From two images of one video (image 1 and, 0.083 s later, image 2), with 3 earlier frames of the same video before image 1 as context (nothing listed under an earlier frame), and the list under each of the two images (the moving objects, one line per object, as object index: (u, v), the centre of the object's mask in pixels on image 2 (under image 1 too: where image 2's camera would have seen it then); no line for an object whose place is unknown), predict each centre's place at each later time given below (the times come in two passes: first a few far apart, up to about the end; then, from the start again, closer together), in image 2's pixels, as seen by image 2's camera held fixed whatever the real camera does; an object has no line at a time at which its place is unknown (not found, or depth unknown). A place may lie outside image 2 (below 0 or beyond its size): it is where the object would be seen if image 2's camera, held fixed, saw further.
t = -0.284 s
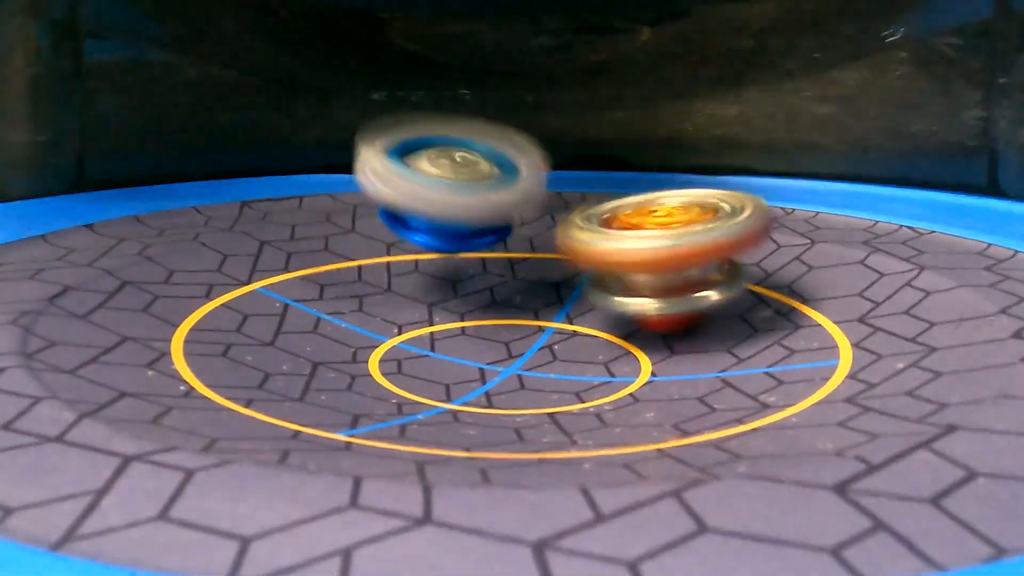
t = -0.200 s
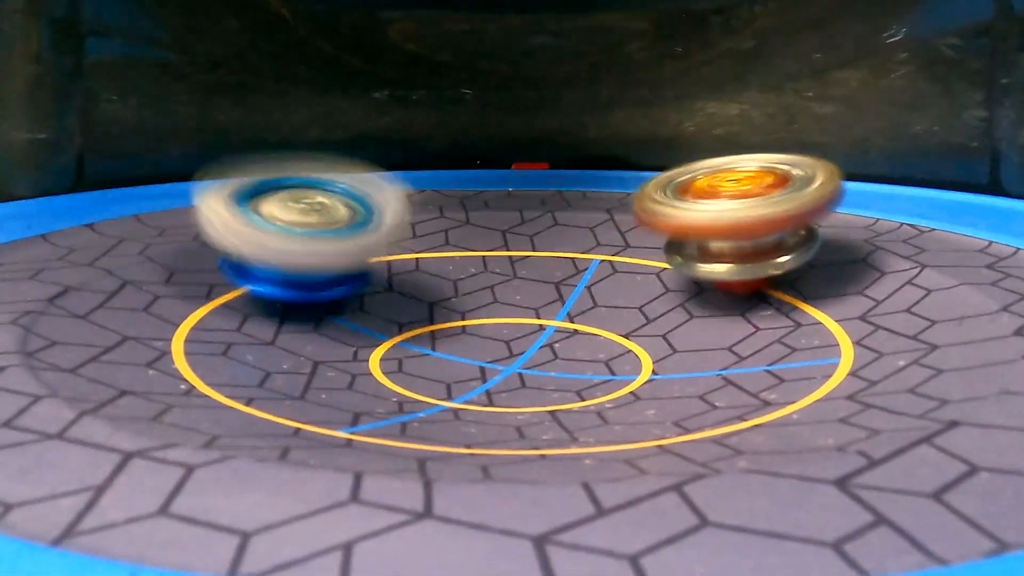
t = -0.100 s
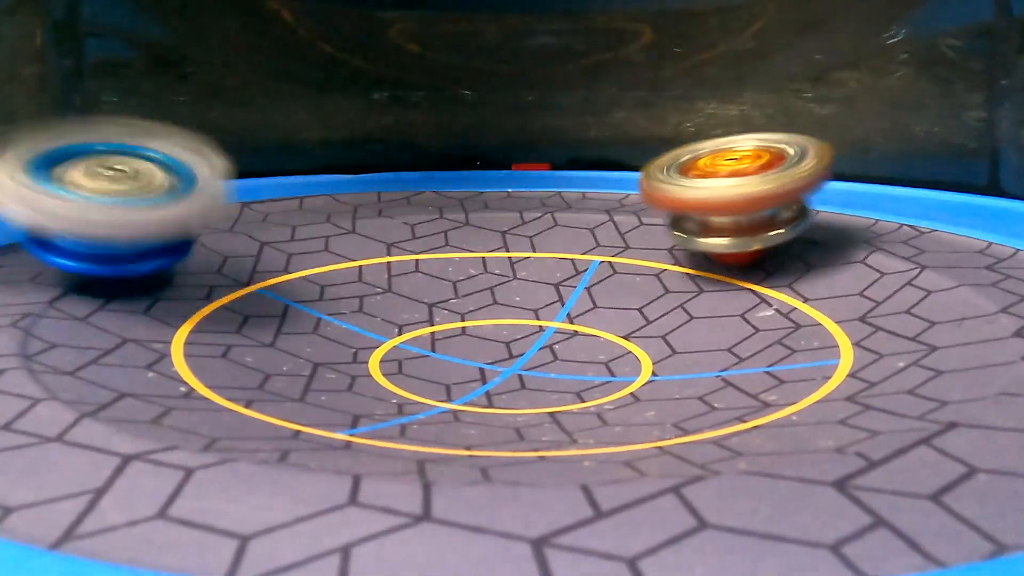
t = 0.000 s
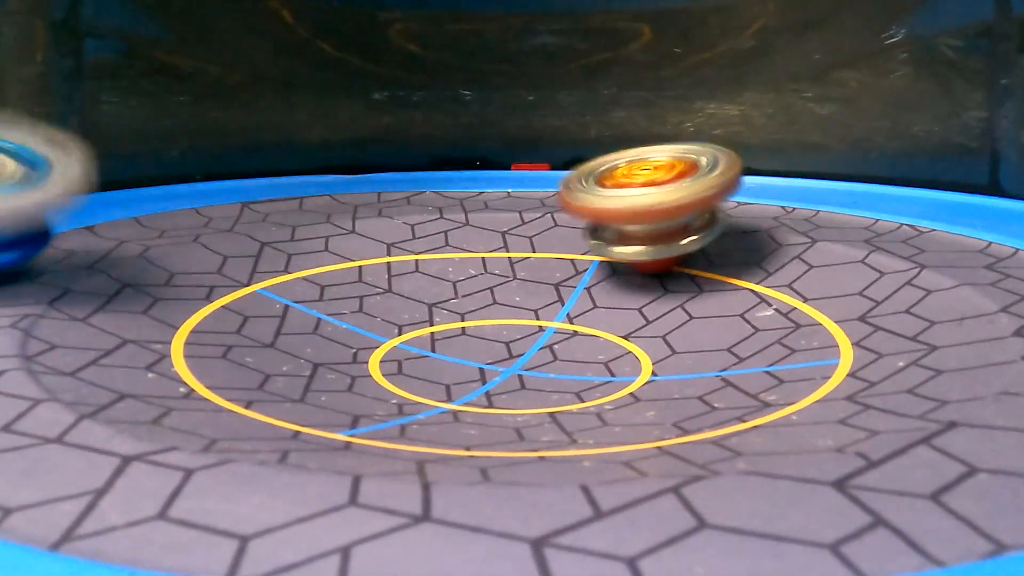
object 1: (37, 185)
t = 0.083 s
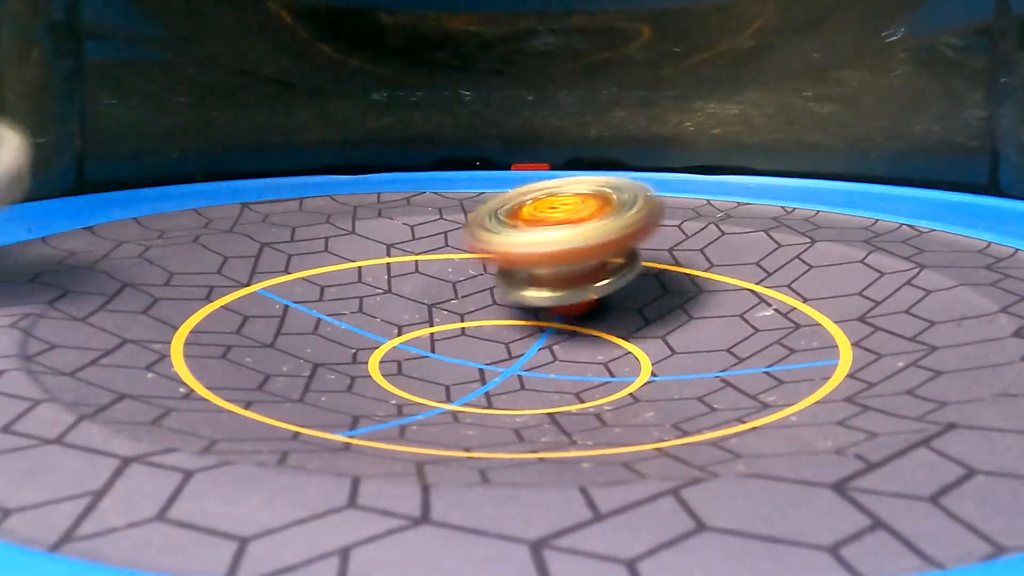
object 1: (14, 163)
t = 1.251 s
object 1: (5, 232)
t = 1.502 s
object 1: (175, 295)
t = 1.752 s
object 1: (529, 231)
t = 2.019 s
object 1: (930, 191)
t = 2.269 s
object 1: (998, 178)
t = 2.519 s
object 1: (964, 198)
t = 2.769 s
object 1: (866, 156)
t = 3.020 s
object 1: (779, 152)
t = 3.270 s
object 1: (668, 145)
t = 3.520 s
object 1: (540, 146)
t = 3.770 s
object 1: (428, 142)
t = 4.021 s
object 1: (323, 150)
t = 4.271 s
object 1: (271, 146)
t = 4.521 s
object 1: (173, 162)
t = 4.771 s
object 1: (72, 177)
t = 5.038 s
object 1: (30, 185)
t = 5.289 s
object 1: (15, 198)
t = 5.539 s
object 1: (31, 232)
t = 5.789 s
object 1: (104, 363)
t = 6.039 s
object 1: (434, 391)
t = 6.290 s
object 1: (855, 375)
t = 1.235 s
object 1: (2, 235)
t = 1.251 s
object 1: (5, 232)
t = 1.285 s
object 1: (19, 252)
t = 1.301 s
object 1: (26, 251)
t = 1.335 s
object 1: (16, 241)
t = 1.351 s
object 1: (27, 232)
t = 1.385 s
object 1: (54, 272)
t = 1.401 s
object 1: (61, 298)
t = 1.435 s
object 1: (93, 293)
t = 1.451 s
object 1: (111, 287)
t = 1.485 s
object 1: (150, 302)
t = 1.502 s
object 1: (175, 295)
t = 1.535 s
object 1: (237, 293)
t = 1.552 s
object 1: (262, 296)
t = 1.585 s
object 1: (306, 293)
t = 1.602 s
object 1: (323, 288)
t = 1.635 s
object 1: (362, 277)
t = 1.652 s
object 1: (383, 269)
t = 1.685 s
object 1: (429, 255)
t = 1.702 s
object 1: (453, 250)
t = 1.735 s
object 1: (502, 235)
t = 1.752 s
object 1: (529, 231)
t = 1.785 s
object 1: (576, 217)
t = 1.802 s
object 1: (601, 212)
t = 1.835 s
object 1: (651, 205)
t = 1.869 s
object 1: (701, 197)
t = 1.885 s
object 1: (727, 197)
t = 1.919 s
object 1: (783, 189)
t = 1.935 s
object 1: (810, 186)
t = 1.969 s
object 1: (865, 186)
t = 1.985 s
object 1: (891, 185)
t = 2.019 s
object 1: (930, 191)
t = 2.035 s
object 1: (945, 198)
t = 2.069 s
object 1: (962, 202)
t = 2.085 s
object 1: (969, 203)
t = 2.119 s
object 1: (982, 201)
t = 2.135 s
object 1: (987, 199)
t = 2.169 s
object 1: (989, 178)
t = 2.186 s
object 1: (993, 176)
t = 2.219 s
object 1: (998, 174)
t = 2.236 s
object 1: (999, 174)
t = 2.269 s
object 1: (998, 178)
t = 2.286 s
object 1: (997, 180)
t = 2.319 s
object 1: (994, 182)
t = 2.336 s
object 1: (992, 182)
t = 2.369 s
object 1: (991, 190)
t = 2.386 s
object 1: (985, 178)
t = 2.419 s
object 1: (976, 161)
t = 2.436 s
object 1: (974, 160)
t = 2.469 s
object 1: (961, 154)
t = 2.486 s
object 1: (947, 188)
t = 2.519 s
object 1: (964, 198)
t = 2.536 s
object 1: (958, 199)
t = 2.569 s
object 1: (951, 190)
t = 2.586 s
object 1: (947, 187)
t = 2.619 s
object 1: (928, 180)
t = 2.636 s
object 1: (916, 175)
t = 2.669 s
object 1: (902, 166)
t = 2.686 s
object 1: (896, 163)
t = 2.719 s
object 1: (886, 156)
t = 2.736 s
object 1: (880, 154)
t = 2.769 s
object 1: (866, 156)
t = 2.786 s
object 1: (861, 155)
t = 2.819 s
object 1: (848, 152)
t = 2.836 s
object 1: (844, 143)
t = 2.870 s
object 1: (833, 140)
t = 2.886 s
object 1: (825, 139)
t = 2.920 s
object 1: (810, 137)
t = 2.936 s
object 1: (804, 135)
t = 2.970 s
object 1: (798, 142)
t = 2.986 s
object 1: (793, 151)
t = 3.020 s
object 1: (779, 152)
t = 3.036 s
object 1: (772, 152)
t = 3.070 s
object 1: (753, 149)
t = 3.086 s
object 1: (743, 149)
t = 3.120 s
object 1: (723, 147)
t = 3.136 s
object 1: (715, 146)
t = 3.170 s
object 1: (706, 146)
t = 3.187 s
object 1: (703, 146)
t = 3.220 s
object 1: (693, 145)
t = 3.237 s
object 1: (686, 145)
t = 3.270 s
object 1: (668, 145)
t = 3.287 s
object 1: (657, 144)
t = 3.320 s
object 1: (636, 146)
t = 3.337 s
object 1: (628, 145)
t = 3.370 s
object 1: (618, 145)
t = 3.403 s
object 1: (609, 147)
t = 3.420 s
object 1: (602, 147)
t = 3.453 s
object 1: (585, 146)
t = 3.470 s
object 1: (575, 146)
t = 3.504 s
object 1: (550, 147)
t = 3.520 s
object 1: (540, 146)
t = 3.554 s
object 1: (527, 143)
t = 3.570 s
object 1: (523, 141)
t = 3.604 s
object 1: (518, 146)
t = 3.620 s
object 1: (514, 146)
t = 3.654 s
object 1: (500, 147)
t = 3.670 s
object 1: (491, 147)
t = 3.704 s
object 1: (468, 147)
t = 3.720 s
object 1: (455, 148)
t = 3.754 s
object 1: (435, 147)
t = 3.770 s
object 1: (428, 142)
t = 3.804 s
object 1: (421, 147)
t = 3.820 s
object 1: (420, 148)
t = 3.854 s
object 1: (412, 149)
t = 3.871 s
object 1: (406, 149)
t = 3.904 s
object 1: (387, 149)
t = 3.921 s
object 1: (376, 149)
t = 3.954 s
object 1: (352, 149)
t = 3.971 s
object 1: (340, 149)
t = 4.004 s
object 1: (326, 150)
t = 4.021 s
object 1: (323, 150)
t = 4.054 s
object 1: (321, 152)
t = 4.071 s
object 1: (312, 152)
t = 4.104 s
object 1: (290, 134)
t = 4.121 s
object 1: (282, 133)
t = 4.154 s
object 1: (266, 142)
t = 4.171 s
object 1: (260, 139)
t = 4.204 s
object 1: (259, 132)
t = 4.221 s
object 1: (262, 134)
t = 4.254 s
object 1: (270, 143)
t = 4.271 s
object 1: (271, 146)
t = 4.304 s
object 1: (267, 153)
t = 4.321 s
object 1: (263, 155)
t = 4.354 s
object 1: (247, 156)
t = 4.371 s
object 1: (236, 156)
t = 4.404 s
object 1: (208, 156)
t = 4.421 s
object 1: (196, 156)
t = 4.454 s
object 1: (184, 157)
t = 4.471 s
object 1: (183, 159)
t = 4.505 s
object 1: (178, 161)
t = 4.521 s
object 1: (173, 162)
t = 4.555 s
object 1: (154, 163)
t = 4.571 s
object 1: (142, 163)
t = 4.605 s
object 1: (119, 164)
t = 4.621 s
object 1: (113, 163)
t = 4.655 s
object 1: (113, 166)
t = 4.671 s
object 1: (111, 166)
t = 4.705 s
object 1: (101, 168)
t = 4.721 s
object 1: (96, 170)
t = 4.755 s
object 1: (79, 175)
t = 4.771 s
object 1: (72, 177)
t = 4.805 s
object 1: (63, 179)
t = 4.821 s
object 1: (62, 180)
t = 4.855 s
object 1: (63, 182)
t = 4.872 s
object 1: (63, 183)
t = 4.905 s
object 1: (60, 186)
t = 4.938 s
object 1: (54, 189)
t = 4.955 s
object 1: (49, 189)
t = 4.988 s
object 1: (40, 187)
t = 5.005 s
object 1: (36, 186)
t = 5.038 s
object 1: (30, 185)
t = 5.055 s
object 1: (29, 187)
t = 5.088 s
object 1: (30, 191)
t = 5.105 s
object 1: (30, 191)
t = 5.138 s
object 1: (28, 194)
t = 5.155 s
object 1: (28, 193)
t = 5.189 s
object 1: (24, 184)
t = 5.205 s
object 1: (21, 184)
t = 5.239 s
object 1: (14, 186)
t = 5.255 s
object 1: (13, 191)
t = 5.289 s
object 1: (15, 198)
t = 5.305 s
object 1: (16, 203)
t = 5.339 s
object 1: (18, 198)
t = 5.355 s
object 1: (18, 207)
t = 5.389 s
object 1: (17, 205)
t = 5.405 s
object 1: (16, 214)
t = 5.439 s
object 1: (15, 208)
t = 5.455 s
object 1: (15, 225)
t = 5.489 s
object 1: (21, 235)
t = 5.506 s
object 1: (26, 238)
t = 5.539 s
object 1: (31, 232)
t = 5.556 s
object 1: (34, 238)
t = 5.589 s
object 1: (37, 264)
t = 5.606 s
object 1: (39, 270)
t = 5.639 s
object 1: (49, 284)
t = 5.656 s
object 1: (51, 290)
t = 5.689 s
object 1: (64, 304)
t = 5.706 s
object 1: (70, 317)
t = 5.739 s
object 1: (84, 337)
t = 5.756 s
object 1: (90, 345)
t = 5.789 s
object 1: (104, 363)
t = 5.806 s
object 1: (117, 363)
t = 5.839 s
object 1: (139, 376)
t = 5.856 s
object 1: (158, 379)
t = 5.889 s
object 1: (183, 389)
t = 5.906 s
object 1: (202, 387)
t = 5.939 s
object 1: (244, 388)
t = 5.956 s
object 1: (269, 387)
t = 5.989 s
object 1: (318, 386)
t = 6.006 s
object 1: (342, 388)
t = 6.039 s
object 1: (434, 391)
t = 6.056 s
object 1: (466, 400)
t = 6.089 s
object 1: (545, 394)
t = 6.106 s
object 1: (568, 390)
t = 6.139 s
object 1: (650, 393)
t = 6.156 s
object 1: (702, 390)
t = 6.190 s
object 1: (763, 388)
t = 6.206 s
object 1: (783, 390)
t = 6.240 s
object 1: (809, 386)
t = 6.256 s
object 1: (822, 381)
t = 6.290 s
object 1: (855, 375)
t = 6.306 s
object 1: (874, 375)
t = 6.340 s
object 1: (895, 356)
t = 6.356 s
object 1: (903, 350)
